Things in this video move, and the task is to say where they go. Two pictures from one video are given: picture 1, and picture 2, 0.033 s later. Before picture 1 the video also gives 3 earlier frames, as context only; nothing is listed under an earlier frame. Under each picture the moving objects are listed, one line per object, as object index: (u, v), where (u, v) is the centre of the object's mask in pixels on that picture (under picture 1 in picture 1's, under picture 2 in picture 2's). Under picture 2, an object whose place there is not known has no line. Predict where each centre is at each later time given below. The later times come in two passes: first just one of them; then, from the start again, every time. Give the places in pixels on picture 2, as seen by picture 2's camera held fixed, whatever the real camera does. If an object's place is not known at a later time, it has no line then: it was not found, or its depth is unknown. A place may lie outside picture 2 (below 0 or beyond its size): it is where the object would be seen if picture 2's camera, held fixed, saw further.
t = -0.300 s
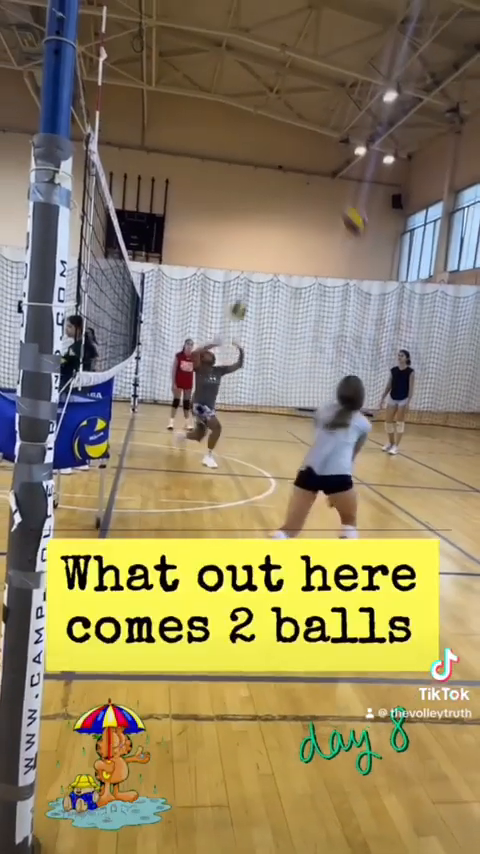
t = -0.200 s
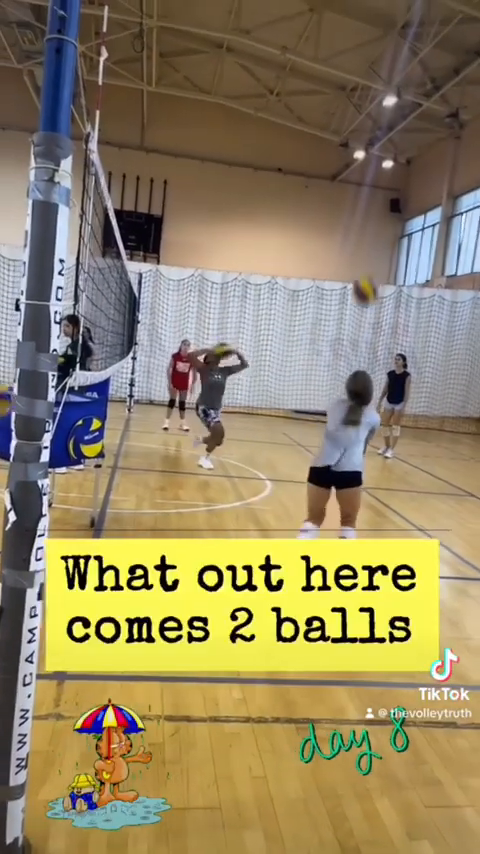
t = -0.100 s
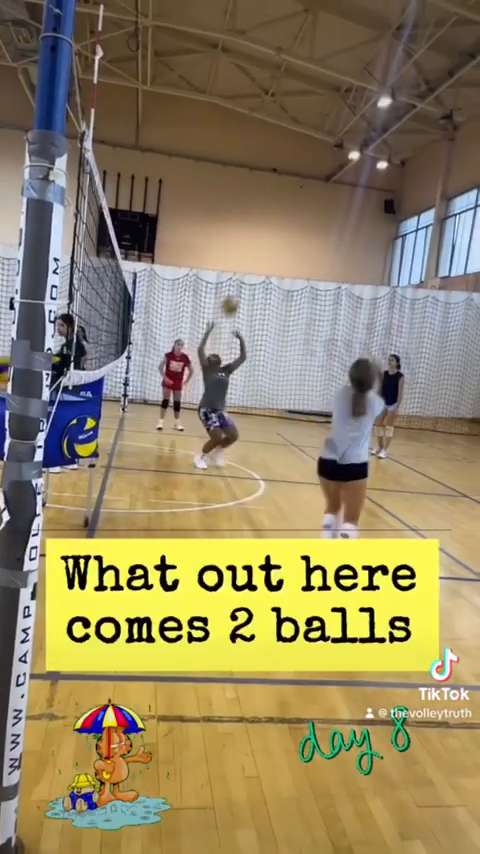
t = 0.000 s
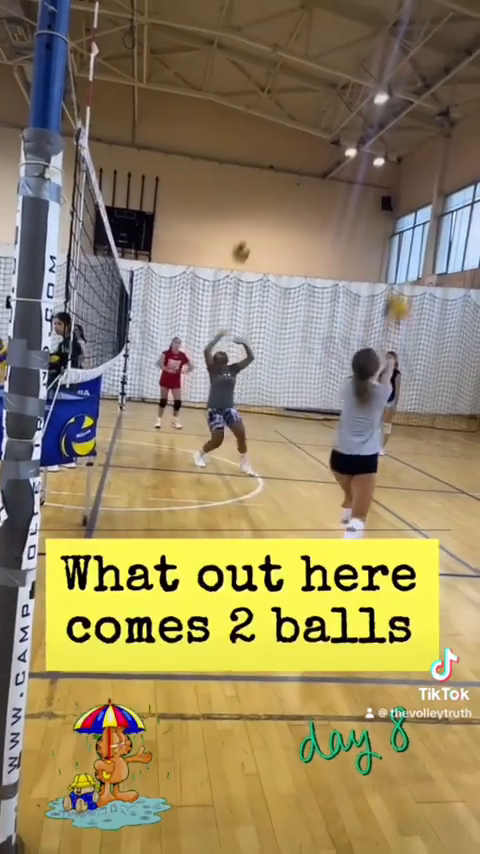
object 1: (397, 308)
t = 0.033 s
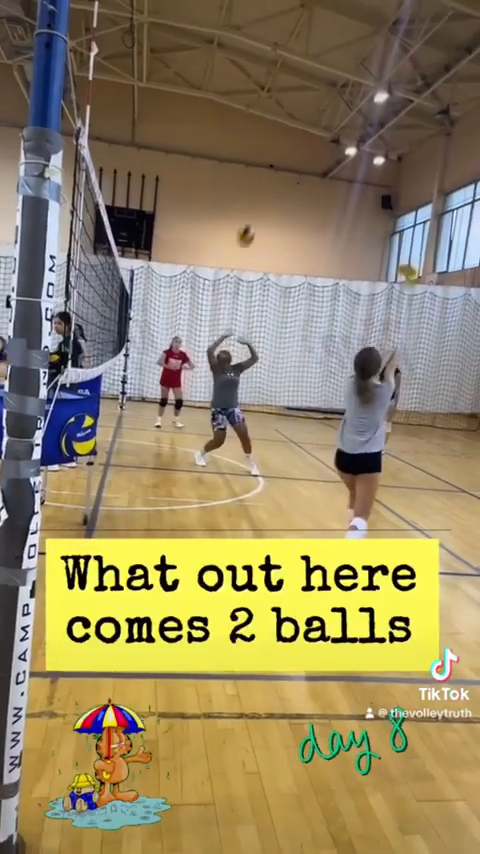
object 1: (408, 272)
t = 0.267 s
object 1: (480, 61)
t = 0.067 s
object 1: (419, 237)
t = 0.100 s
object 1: (430, 201)
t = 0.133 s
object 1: (442, 172)
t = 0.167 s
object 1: (454, 141)
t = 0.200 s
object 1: (464, 111)
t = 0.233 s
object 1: (472, 86)
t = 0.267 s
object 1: (480, 61)
